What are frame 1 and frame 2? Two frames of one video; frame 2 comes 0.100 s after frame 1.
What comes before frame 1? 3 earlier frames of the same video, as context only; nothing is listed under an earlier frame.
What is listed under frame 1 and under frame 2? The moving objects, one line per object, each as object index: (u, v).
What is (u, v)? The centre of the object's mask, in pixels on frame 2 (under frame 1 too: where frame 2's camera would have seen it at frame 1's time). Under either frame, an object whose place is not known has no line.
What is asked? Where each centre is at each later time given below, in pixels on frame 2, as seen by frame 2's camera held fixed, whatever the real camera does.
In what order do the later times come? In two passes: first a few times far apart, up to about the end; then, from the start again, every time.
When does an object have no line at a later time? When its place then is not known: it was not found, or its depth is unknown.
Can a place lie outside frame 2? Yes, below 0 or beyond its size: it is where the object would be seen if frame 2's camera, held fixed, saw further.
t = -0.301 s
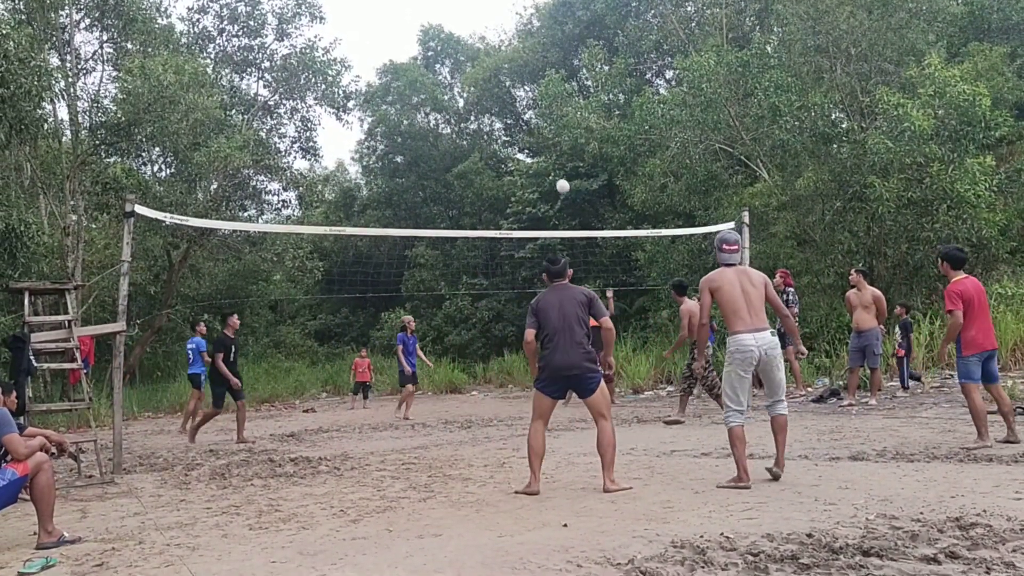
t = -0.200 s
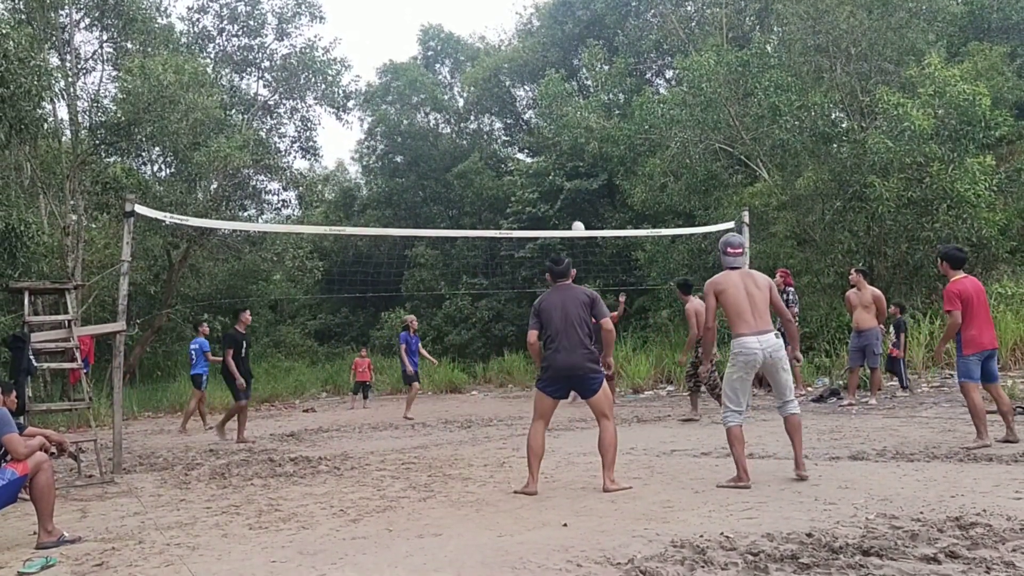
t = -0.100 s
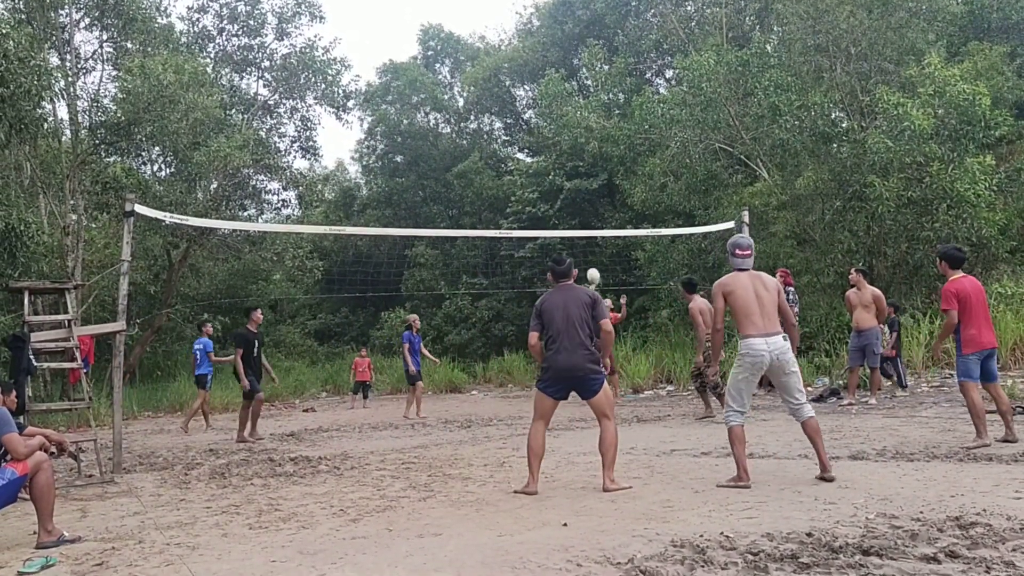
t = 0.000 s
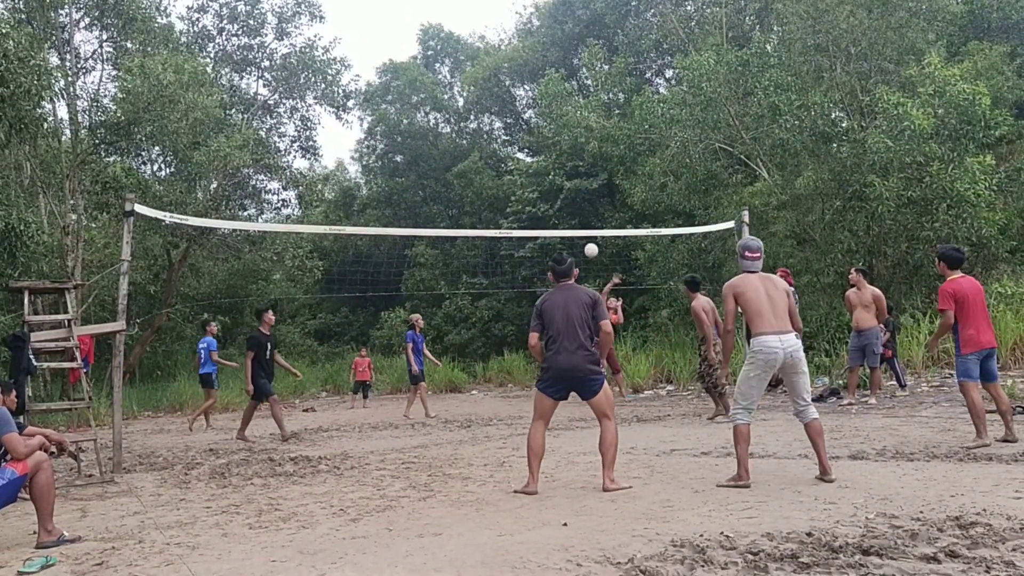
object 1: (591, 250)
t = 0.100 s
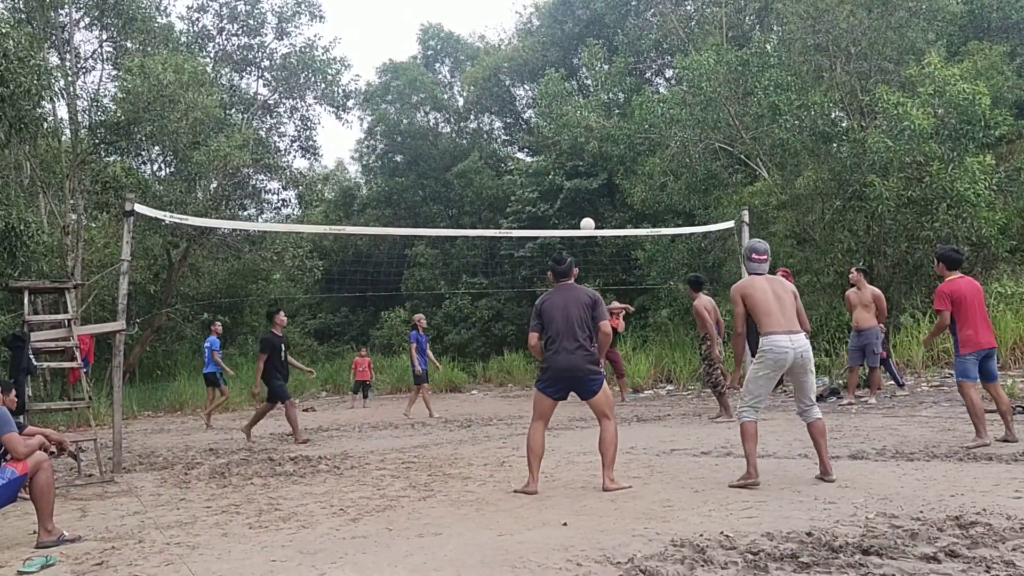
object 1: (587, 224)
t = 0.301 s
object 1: (578, 189)
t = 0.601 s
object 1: (557, 190)
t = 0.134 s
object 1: (586, 218)
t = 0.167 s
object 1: (584, 211)
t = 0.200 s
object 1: (583, 204)
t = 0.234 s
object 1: (581, 198)
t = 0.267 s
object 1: (580, 193)
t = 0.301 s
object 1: (578, 189)
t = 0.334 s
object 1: (576, 185)
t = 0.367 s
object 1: (574, 182)
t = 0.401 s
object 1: (572, 180)
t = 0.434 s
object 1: (570, 179)
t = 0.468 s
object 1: (568, 178)
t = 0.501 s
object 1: (565, 179)
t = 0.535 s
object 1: (563, 181)
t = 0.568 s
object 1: (560, 185)
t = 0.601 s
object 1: (557, 190)
